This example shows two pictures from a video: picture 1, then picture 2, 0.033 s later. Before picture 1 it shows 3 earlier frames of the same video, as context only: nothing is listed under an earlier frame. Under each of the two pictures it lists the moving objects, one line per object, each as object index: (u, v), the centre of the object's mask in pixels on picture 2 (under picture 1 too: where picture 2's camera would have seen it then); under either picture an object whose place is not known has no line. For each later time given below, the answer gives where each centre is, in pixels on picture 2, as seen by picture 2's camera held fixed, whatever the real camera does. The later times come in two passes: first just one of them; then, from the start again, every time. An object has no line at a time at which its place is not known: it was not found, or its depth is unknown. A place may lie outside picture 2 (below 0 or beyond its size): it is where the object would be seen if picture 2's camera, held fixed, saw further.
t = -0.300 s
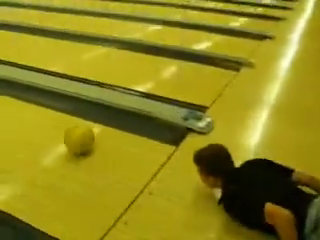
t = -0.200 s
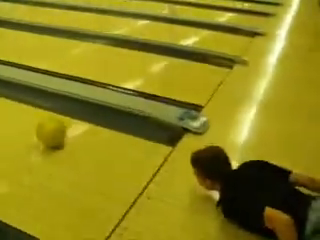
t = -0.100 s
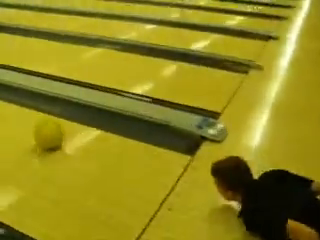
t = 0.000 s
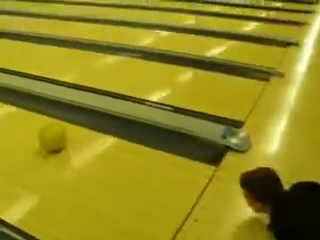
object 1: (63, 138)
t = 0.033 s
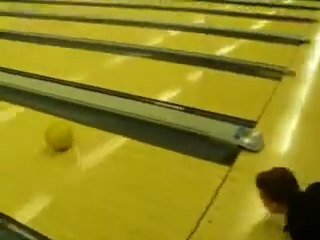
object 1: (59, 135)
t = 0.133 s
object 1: (47, 131)
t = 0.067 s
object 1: (55, 134)
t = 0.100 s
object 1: (50, 132)
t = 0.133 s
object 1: (47, 131)
